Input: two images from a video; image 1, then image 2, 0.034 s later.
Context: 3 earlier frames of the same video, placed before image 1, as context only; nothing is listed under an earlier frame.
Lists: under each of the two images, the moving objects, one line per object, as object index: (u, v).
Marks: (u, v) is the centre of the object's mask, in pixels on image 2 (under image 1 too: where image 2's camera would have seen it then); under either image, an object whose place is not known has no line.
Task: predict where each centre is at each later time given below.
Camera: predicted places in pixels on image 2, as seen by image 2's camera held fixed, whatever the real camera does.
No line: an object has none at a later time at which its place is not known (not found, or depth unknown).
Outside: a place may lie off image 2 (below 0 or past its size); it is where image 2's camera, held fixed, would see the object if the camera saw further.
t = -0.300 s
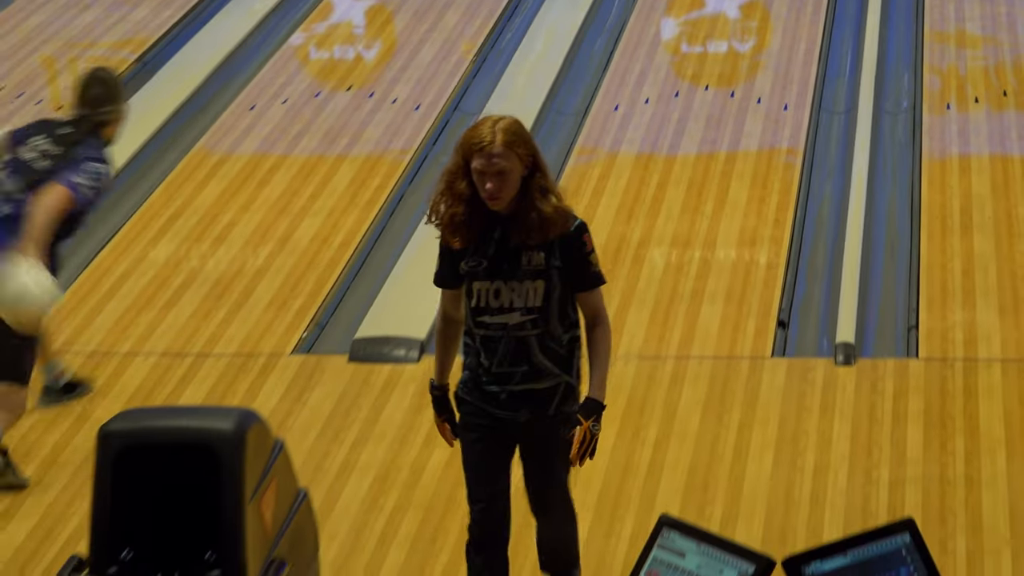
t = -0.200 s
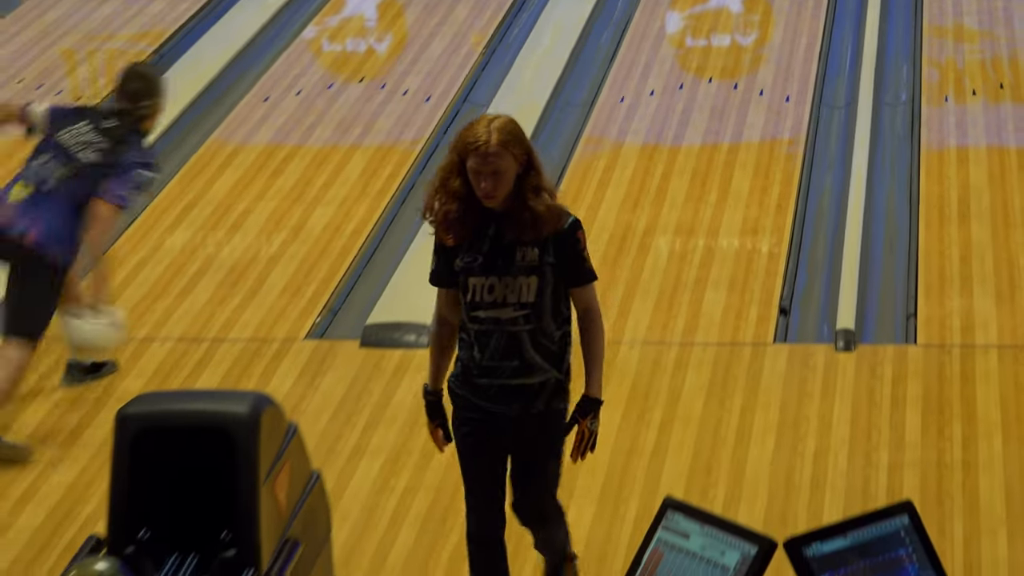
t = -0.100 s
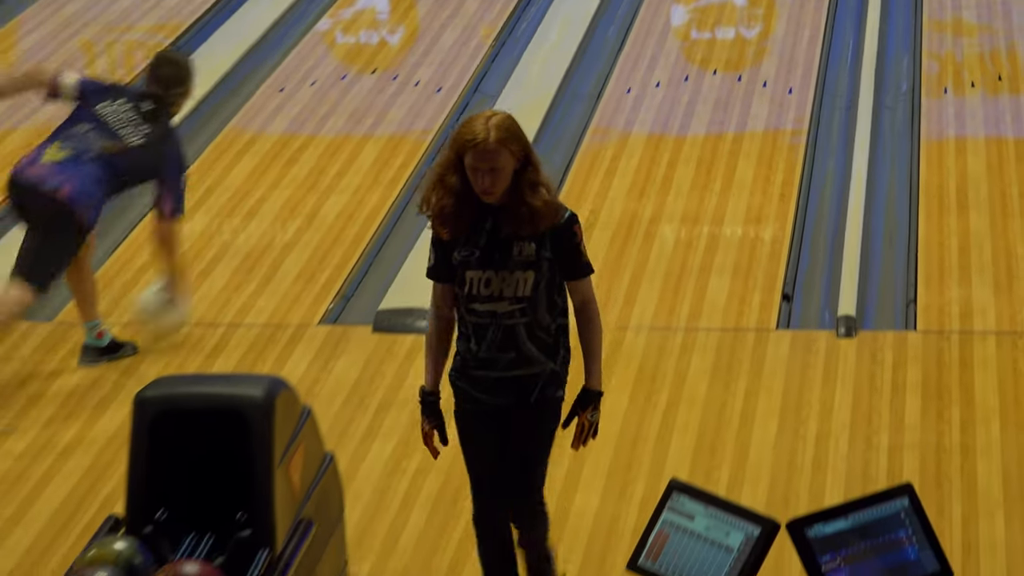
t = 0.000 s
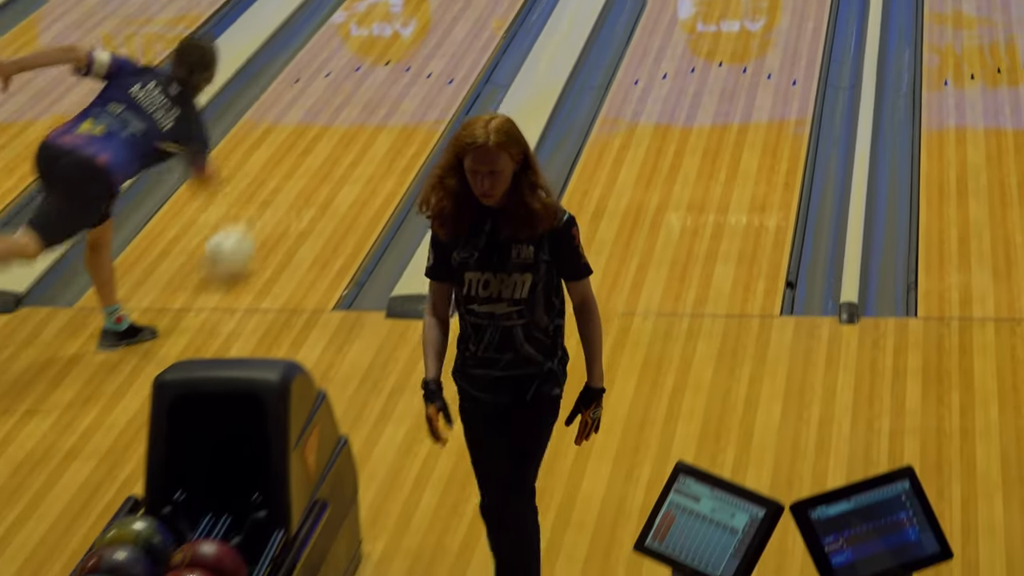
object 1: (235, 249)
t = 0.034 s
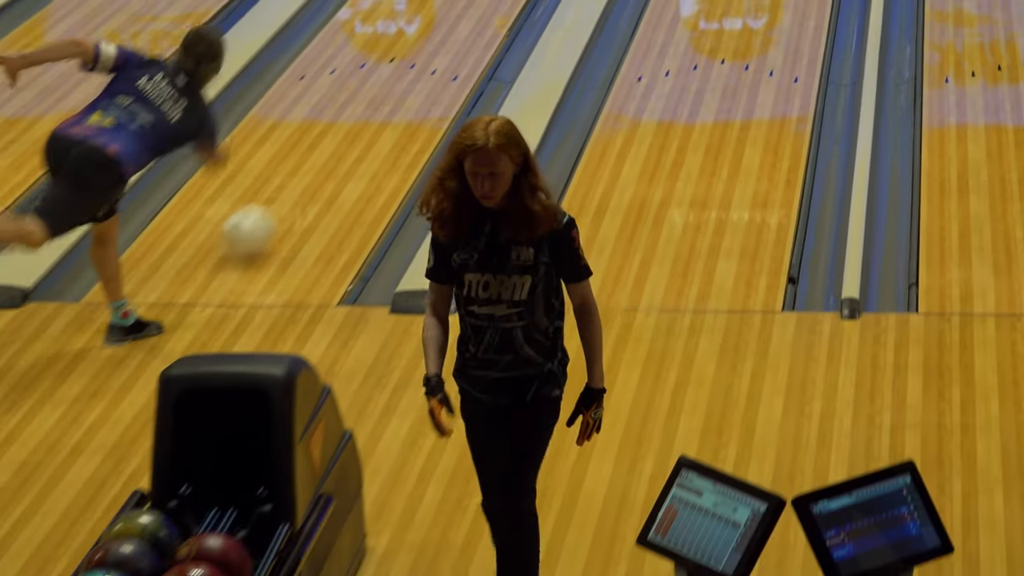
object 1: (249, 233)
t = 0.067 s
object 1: (261, 219)
